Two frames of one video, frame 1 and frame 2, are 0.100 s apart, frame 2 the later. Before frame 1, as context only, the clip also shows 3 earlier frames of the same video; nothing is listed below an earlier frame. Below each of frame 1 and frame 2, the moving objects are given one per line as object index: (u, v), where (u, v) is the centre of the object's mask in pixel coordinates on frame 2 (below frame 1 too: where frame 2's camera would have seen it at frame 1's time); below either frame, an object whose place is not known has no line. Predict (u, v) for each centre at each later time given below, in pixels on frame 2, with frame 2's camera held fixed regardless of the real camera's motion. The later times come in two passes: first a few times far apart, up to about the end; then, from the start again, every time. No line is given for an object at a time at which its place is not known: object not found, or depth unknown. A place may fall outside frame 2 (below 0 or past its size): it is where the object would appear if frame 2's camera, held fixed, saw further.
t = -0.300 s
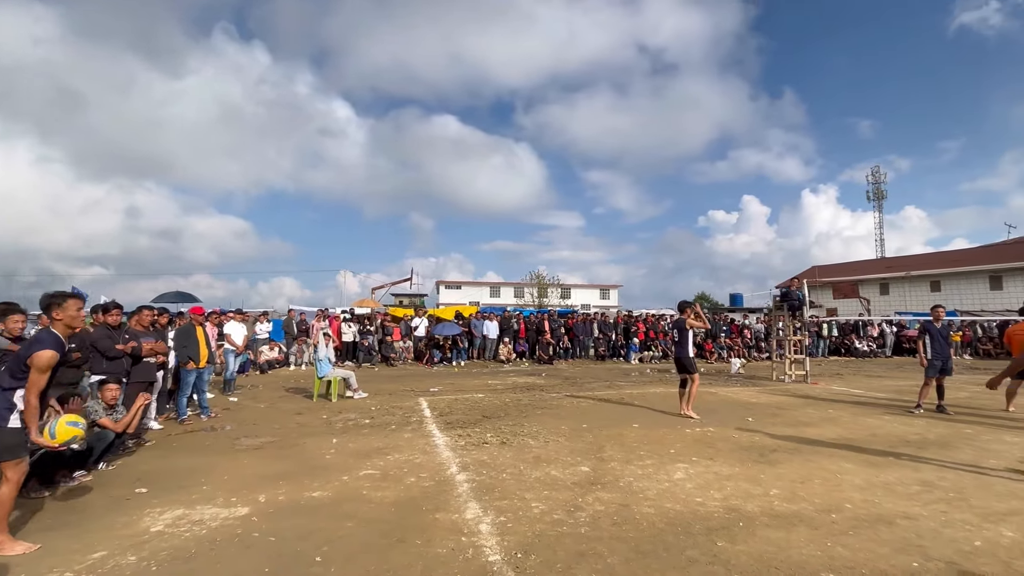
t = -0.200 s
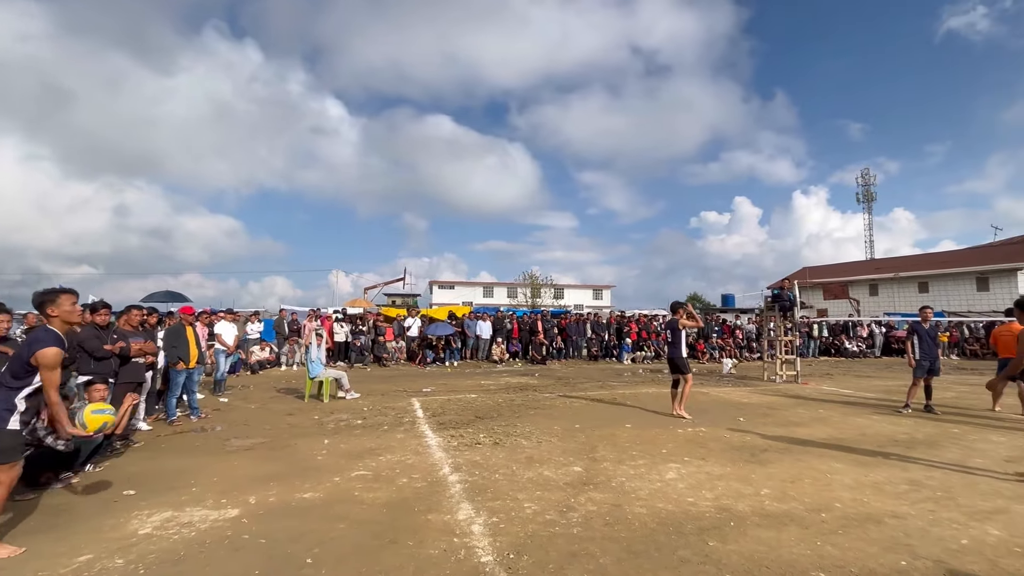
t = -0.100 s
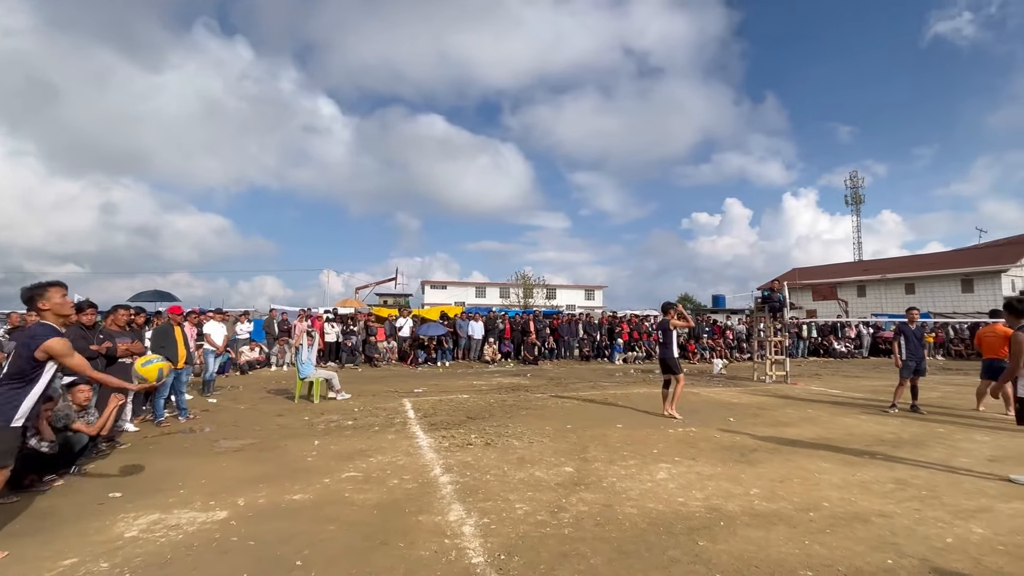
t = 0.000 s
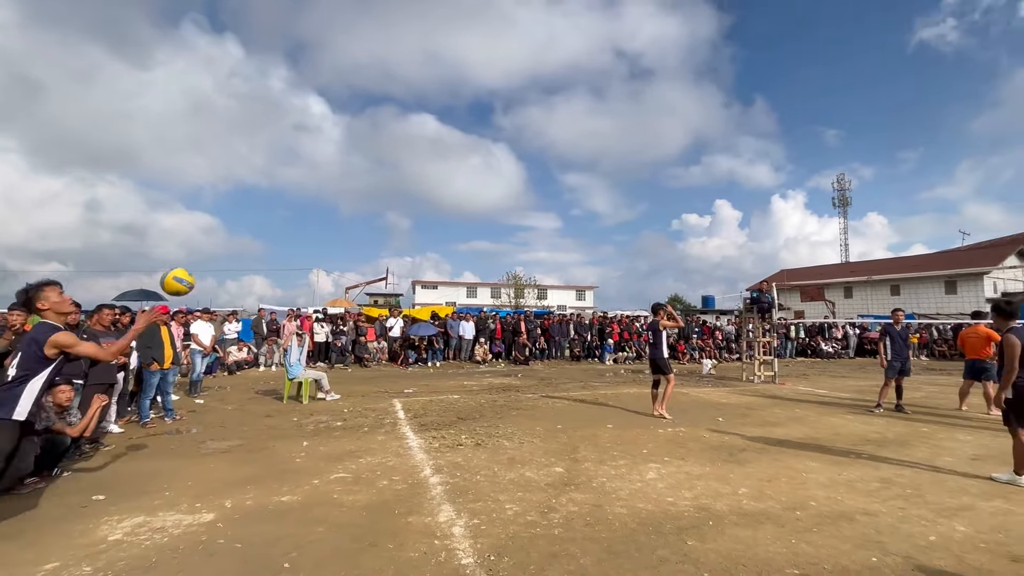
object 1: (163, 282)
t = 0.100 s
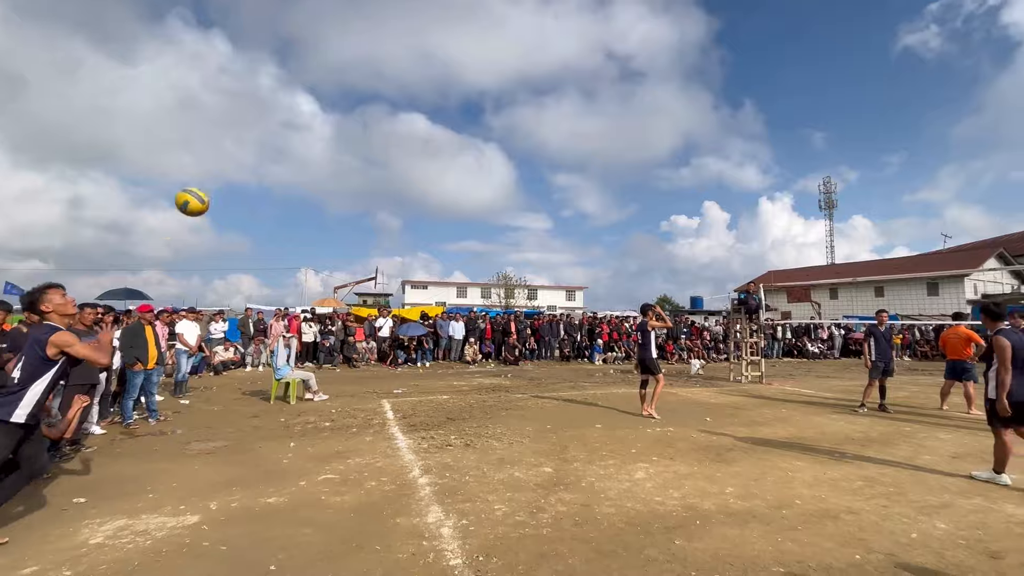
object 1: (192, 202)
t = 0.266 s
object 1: (235, 109)
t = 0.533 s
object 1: (297, 43)
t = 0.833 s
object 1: (354, 70)
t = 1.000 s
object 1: (382, 125)
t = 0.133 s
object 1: (201, 180)
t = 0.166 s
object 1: (210, 160)
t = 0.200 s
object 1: (218, 141)
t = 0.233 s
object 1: (227, 124)
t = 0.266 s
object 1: (235, 109)
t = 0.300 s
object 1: (243, 95)
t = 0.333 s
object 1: (251, 83)
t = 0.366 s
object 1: (259, 73)
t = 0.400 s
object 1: (267, 64)
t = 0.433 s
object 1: (275, 56)
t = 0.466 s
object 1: (282, 50)
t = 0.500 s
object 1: (290, 46)
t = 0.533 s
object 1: (297, 43)
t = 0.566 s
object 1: (303, 41)
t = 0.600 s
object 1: (310, 40)
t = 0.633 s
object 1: (316, 41)
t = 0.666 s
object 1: (323, 42)
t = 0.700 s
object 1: (329, 45)
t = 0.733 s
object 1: (336, 50)
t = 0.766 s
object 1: (342, 55)
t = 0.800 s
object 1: (348, 62)
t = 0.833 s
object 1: (354, 70)
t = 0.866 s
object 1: (360, 79)
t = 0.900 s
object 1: (366, 89)
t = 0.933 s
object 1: (371, 100)
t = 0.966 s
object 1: (376, 112)
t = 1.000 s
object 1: (382, 125)
